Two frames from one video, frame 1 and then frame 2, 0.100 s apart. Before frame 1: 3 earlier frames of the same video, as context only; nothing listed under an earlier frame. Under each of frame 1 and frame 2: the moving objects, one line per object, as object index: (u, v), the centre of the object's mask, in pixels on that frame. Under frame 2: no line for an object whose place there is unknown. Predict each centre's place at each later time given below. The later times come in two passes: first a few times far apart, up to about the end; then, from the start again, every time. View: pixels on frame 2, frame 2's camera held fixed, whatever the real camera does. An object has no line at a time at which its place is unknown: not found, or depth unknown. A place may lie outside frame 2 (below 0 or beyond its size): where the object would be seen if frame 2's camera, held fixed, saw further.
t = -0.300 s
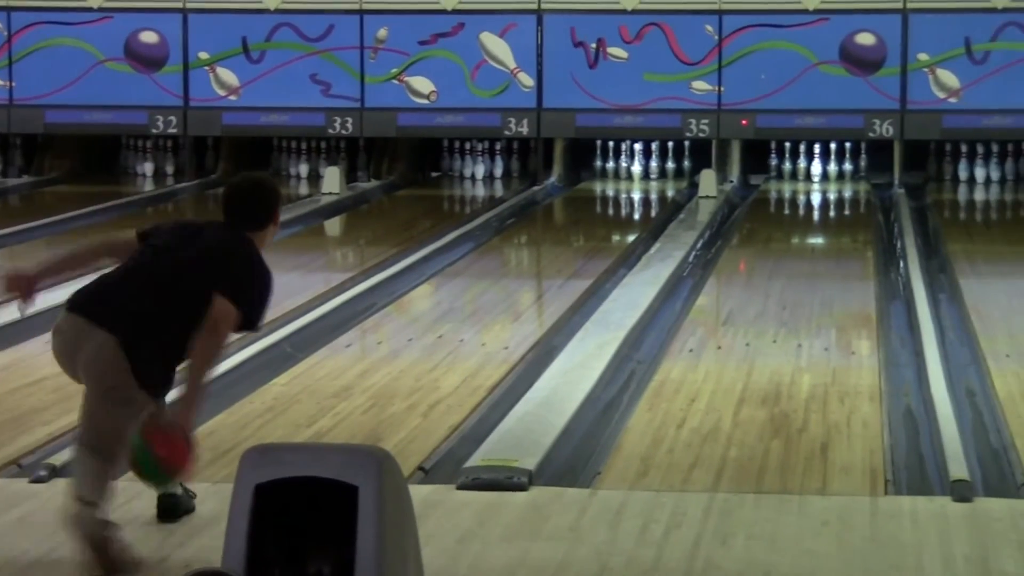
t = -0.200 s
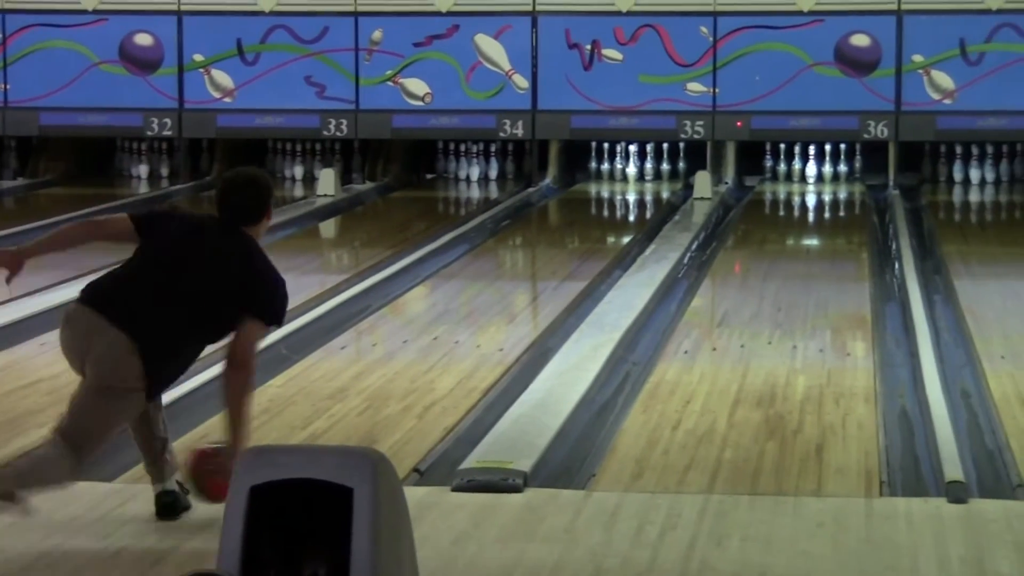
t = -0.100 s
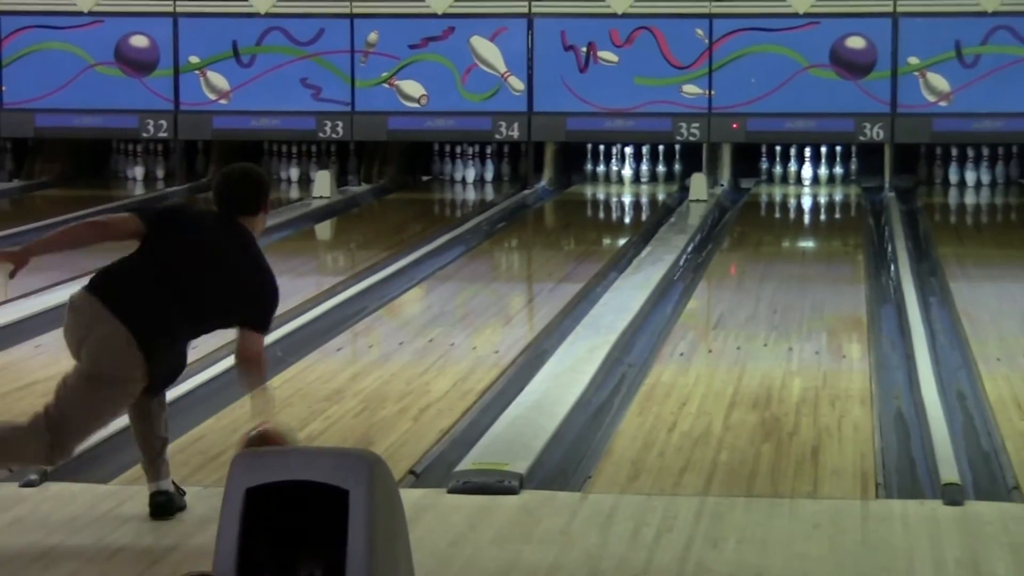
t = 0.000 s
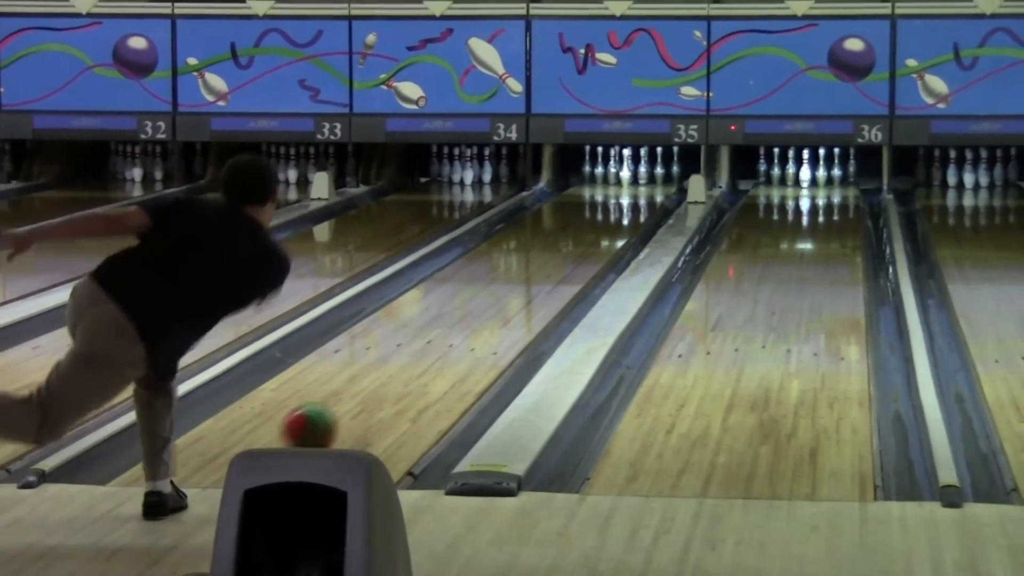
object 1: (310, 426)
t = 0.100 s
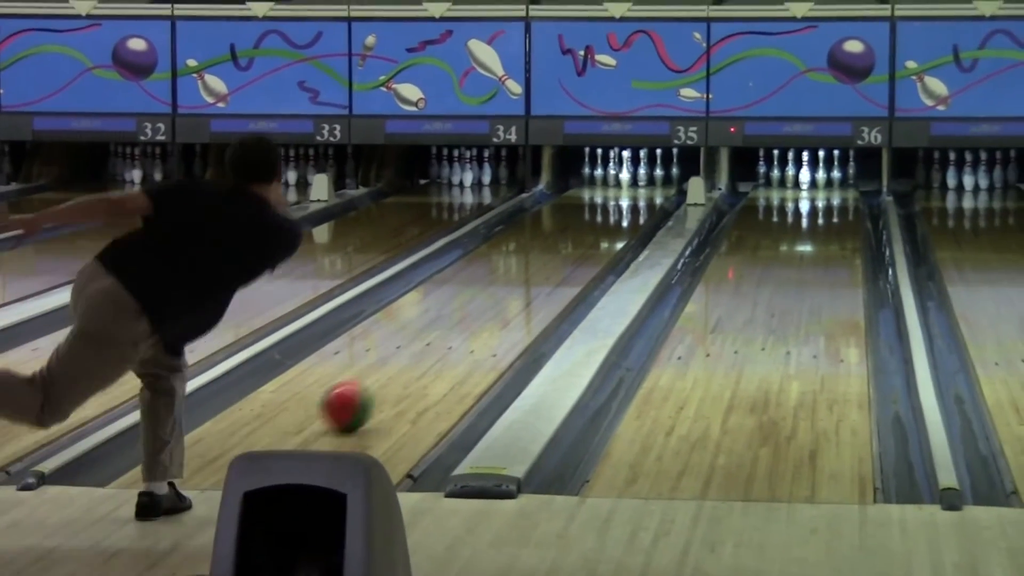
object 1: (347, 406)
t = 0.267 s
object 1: (399, 369)
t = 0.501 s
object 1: (454, 328)
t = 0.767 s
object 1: (501, 292)
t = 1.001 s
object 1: (533, 267)
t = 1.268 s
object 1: (560, 243)
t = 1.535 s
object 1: (583, 223)
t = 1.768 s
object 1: (598, 210)
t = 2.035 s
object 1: (609, 195)
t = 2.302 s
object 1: (616, 184)
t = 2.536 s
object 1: (602, 175)
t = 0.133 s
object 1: (358, 398)
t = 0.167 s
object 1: (369, 390)
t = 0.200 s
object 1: (379, 383)
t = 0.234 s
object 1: (389, 376)
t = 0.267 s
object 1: (399, 369)
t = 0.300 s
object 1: (407, 362)
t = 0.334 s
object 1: (416, 357)
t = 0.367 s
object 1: (424, 351)
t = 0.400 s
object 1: (432, 345)
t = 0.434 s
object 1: (440, 339)
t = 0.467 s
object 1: (447, 333)
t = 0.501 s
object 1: (454, 328)
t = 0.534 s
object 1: (461, 323)
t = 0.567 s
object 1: (468, 318)
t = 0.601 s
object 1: (474, 313)
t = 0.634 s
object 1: (480, 308)
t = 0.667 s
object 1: (486, 304)
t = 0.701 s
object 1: (492, 301)
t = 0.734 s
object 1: (497, 296)
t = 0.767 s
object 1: (501, 292)
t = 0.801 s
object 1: (507, 288)
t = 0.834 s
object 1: (511, 285)
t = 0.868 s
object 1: (517, 280)
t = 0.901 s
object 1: (520, 277)
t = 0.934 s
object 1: (524, 273)
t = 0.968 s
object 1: (529, 270)
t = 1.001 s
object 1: (533, 267)
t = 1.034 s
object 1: (536, 264)
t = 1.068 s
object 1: (540, 260)
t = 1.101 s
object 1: (544, 258)
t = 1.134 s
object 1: (547, 255)
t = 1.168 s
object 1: (552, 252)
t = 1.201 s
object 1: (554, 248)
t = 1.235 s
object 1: (557, 246)
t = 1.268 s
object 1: (560, 243)
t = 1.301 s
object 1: (563, 241)
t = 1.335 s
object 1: (567, 238)
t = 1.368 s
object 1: (570, 235)
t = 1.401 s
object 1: (572, 233)
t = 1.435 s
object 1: (574, 231)
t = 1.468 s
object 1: (578, 228)
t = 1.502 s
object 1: (579, 226)
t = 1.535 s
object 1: (583, 223)
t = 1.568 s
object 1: (585, 220)
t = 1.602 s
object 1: (586, 220)
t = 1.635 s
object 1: (589, 217)
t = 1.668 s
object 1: (592, 215)
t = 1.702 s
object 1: (594, 213)
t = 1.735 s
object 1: (596, 210)
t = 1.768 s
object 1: (598, 210)
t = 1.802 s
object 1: (599, 207)
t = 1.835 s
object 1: (601, 206)
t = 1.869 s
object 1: (602, 204)
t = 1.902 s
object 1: (603, 202)
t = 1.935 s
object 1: (605, 199)
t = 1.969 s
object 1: (606, 199)
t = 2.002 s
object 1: (609, 197)
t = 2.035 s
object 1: (609, 195)
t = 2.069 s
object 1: (611, 193)
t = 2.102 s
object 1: (612, 192)
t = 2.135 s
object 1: (612, 190)
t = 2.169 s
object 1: (613, 189)
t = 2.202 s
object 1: (614, 187)
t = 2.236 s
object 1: (616, 186)
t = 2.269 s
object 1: (615, 184)
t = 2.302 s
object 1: (616, 184)
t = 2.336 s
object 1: (616, 180)
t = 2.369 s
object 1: (617, 180)
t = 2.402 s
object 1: (616, 178)
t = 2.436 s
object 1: (613, 178)
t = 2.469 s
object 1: (610, 177)
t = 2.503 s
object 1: (605, 176)
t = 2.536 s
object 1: (602, 175)
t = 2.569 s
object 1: (599, 175)
